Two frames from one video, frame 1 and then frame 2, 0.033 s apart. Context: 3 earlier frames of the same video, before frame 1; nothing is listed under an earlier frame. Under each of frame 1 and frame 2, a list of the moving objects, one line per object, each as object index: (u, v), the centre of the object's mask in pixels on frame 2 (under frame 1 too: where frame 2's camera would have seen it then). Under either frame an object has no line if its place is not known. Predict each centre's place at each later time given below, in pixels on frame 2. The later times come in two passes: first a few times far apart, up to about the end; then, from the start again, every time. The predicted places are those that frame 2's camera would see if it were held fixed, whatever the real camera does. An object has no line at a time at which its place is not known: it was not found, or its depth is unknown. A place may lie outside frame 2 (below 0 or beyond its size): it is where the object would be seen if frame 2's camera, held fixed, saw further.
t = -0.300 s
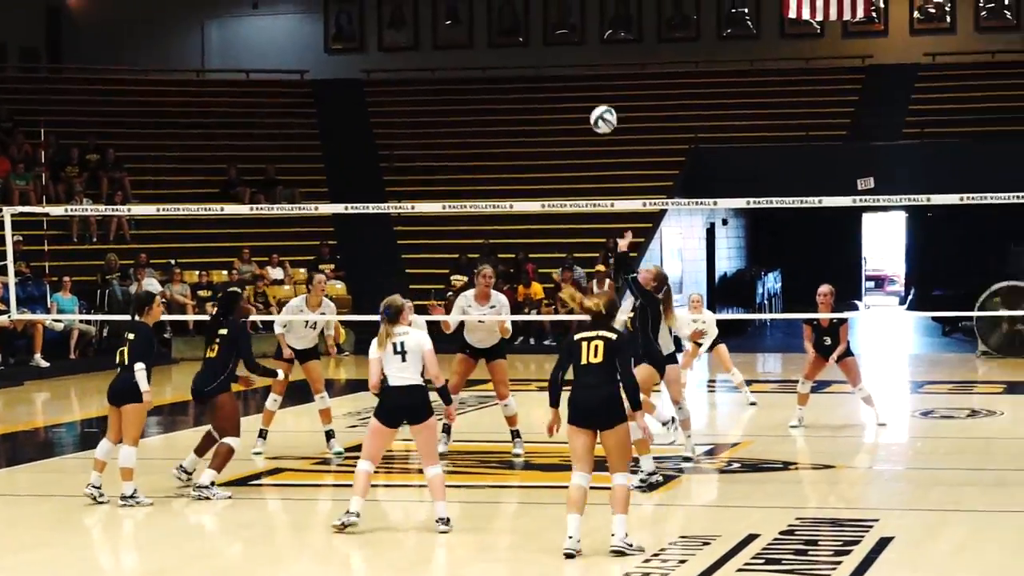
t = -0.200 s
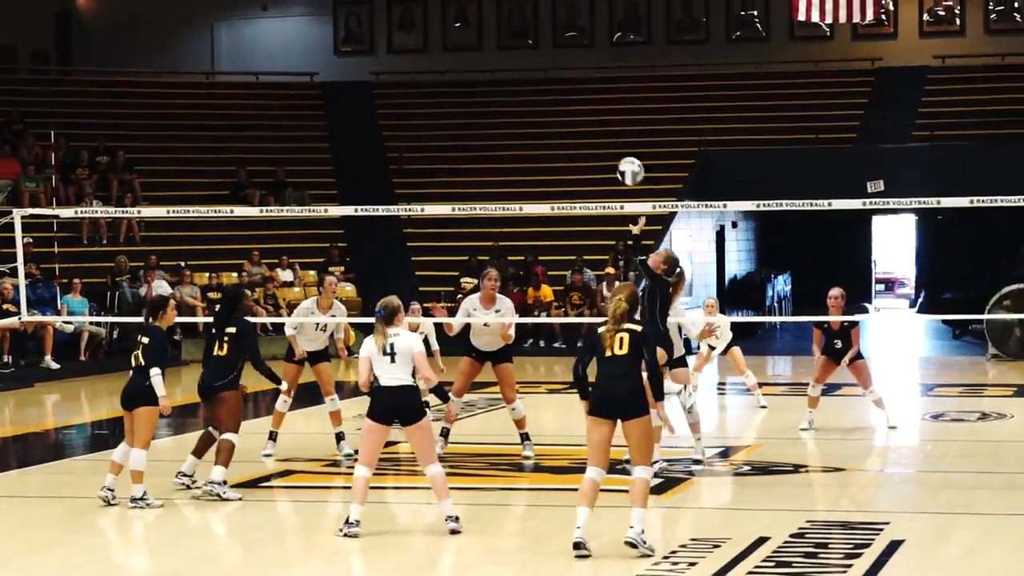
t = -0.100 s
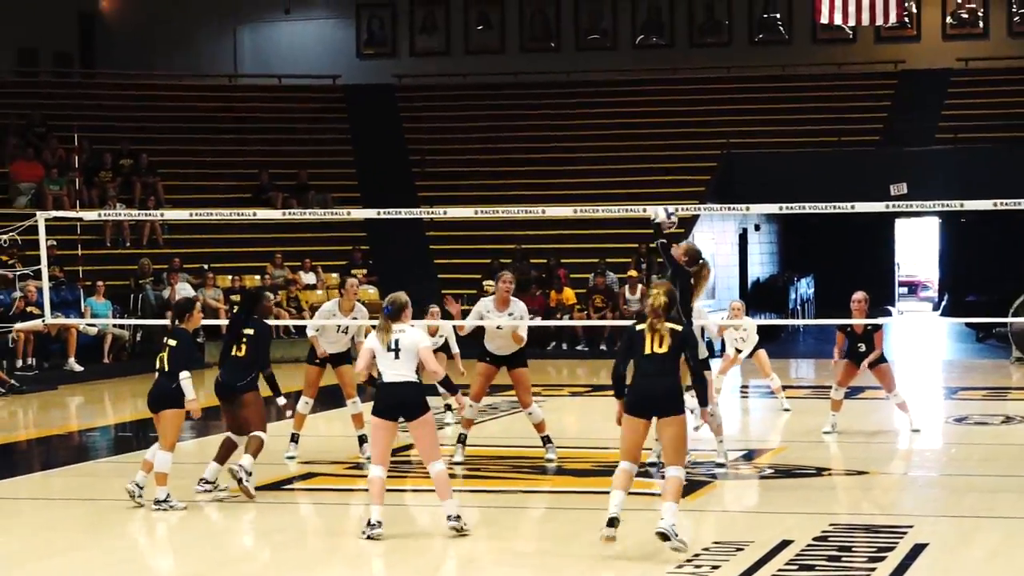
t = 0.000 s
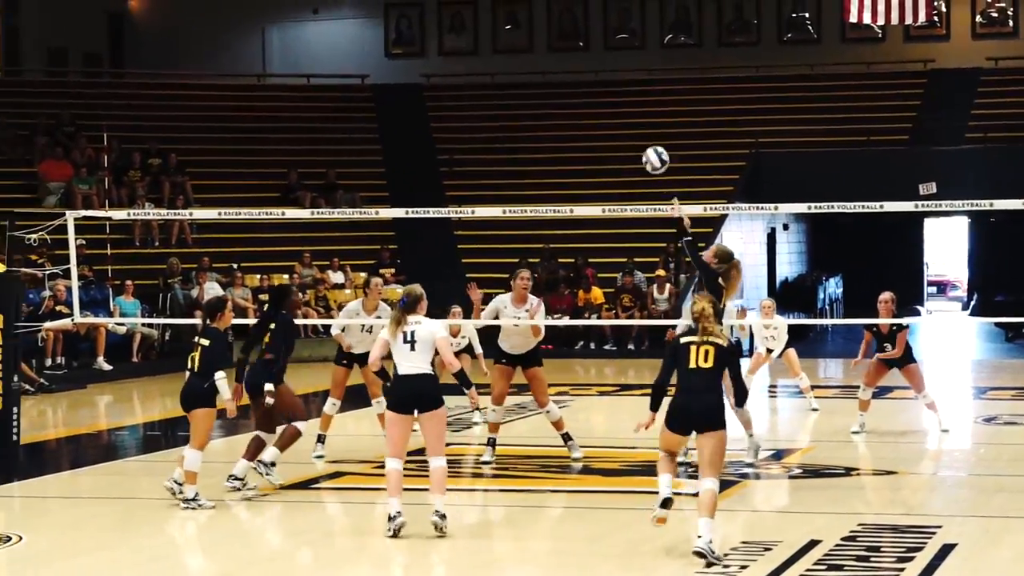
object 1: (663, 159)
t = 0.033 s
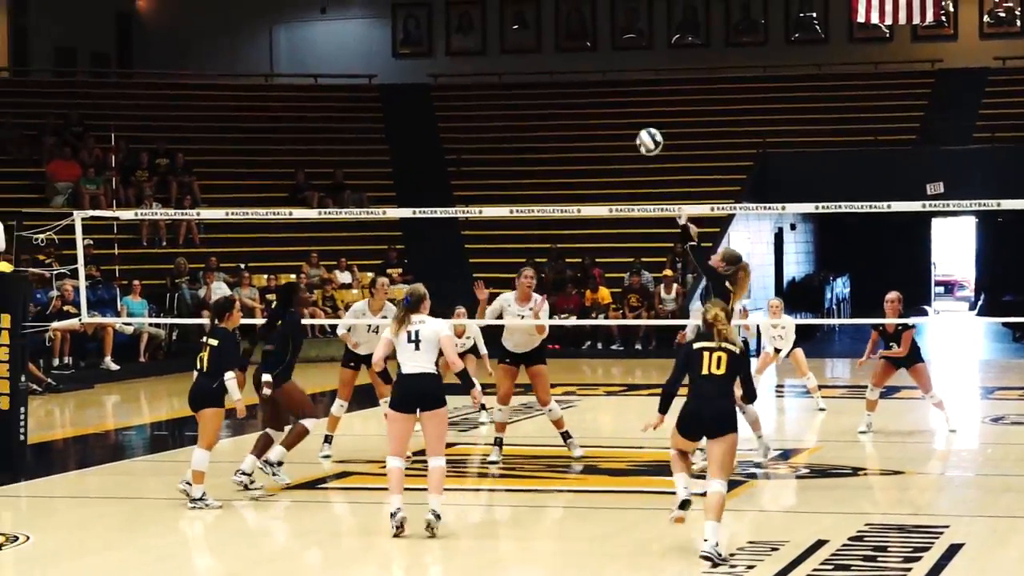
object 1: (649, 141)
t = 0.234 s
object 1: (572, 65)
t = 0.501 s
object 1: (477, 46)
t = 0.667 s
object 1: (422, 76)
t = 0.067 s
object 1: (636, 125)
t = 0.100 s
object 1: (623, 110)
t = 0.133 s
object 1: (610, 97)
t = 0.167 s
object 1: (598, 85)
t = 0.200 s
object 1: (585, 74)
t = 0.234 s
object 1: (572, 65)
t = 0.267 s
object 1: (560, 58)
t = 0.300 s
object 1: (547, 52)
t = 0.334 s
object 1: (535, 48)
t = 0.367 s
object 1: (524, 45)
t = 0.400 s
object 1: (512, 43)
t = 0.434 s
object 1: (500, 43)
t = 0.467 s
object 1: (488, 44)
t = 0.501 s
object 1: (477, 46)
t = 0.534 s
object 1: (466, 49)
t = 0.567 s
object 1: (454, 54)
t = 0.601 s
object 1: (443, 60)
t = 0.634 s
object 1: (433, 67)
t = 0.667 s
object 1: (422, 76)
